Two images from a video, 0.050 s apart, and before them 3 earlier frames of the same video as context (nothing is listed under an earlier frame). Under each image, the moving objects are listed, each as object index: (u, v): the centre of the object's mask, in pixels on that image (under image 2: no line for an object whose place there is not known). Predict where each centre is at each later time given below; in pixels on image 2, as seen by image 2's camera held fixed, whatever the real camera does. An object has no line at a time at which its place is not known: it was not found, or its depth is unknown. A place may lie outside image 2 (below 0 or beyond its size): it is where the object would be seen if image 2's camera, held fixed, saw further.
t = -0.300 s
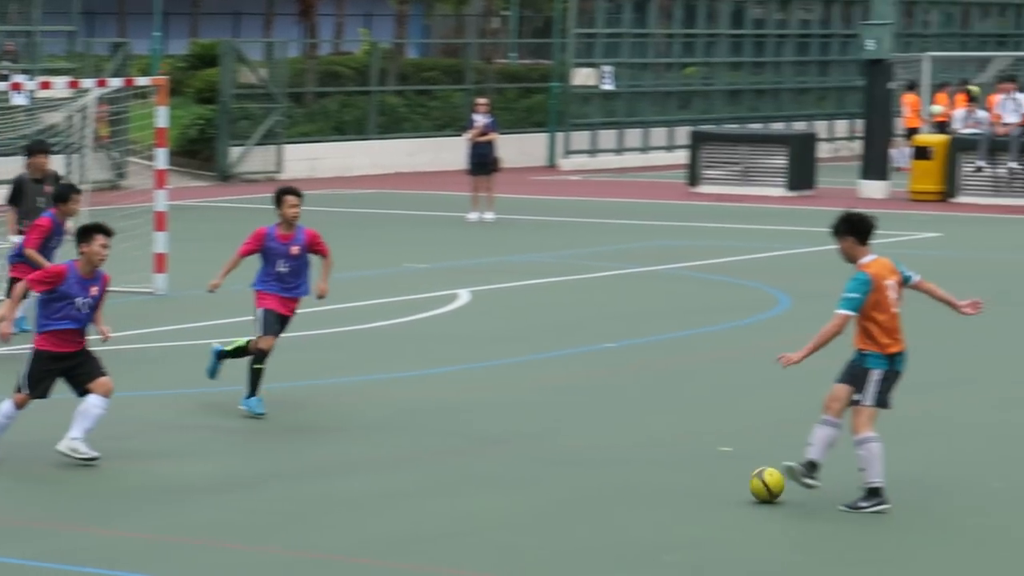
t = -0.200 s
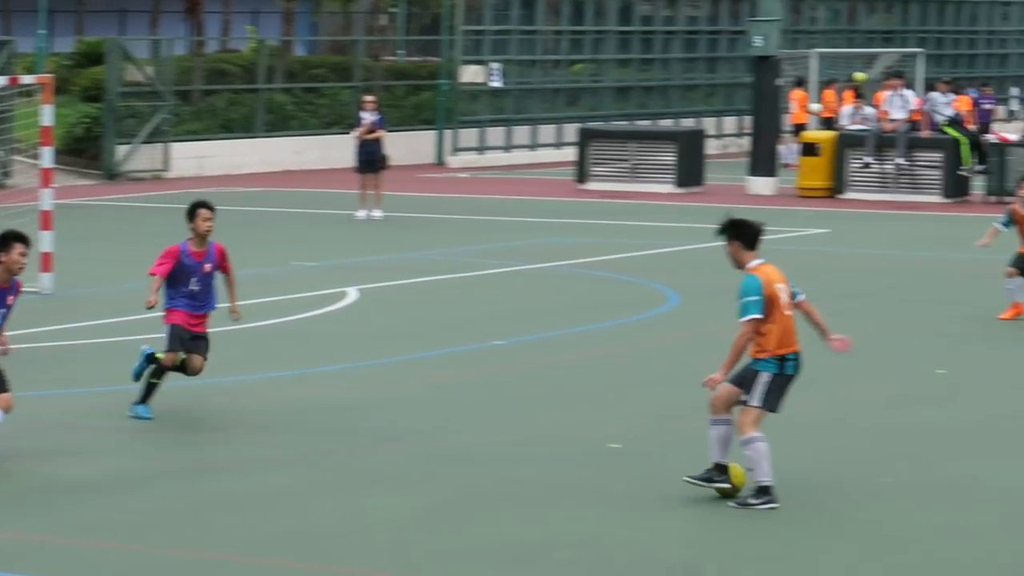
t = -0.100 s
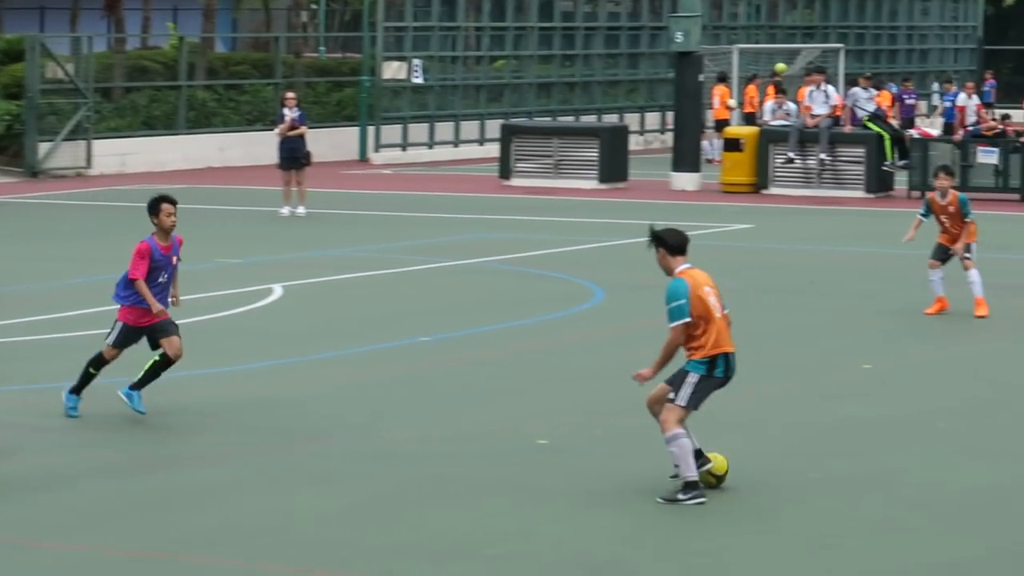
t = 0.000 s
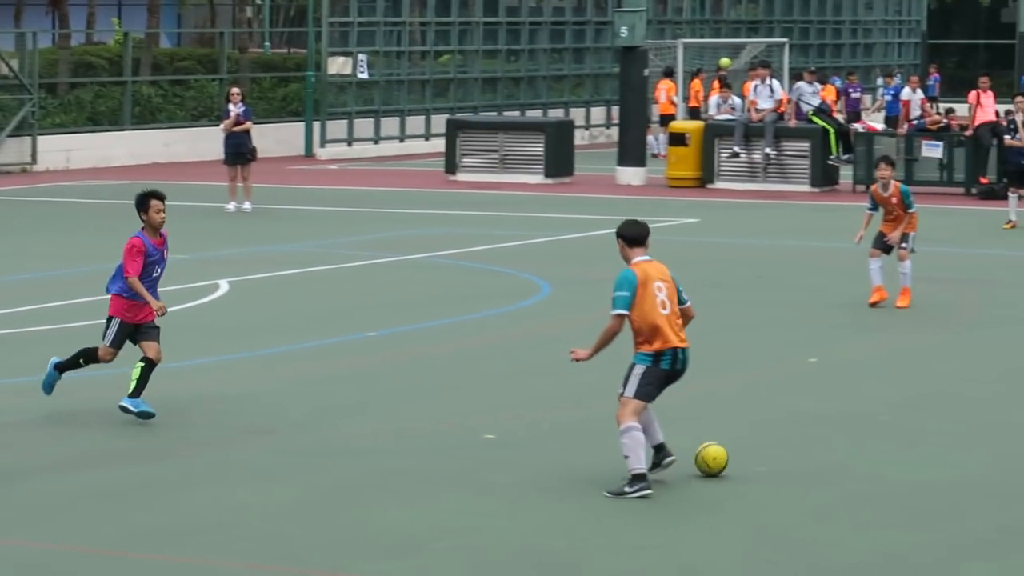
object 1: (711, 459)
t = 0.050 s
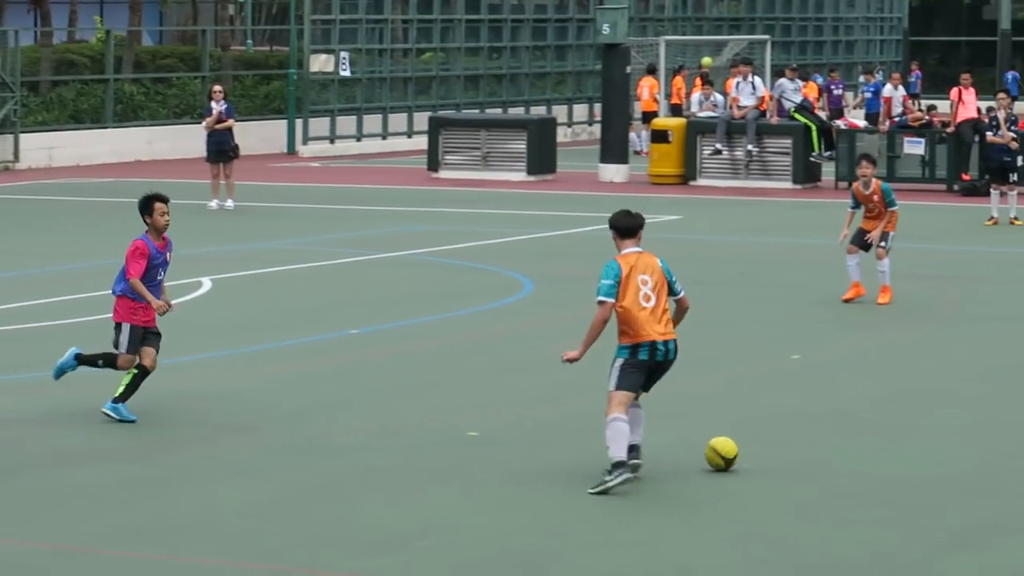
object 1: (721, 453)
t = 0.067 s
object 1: (730, 452)
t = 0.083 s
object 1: (739, 451)
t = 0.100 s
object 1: (748, 450)
